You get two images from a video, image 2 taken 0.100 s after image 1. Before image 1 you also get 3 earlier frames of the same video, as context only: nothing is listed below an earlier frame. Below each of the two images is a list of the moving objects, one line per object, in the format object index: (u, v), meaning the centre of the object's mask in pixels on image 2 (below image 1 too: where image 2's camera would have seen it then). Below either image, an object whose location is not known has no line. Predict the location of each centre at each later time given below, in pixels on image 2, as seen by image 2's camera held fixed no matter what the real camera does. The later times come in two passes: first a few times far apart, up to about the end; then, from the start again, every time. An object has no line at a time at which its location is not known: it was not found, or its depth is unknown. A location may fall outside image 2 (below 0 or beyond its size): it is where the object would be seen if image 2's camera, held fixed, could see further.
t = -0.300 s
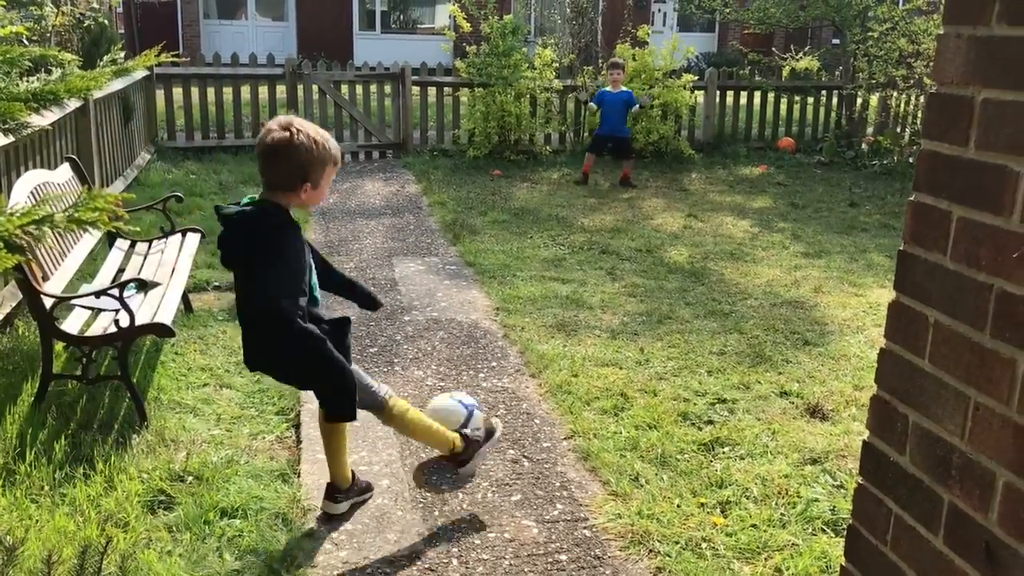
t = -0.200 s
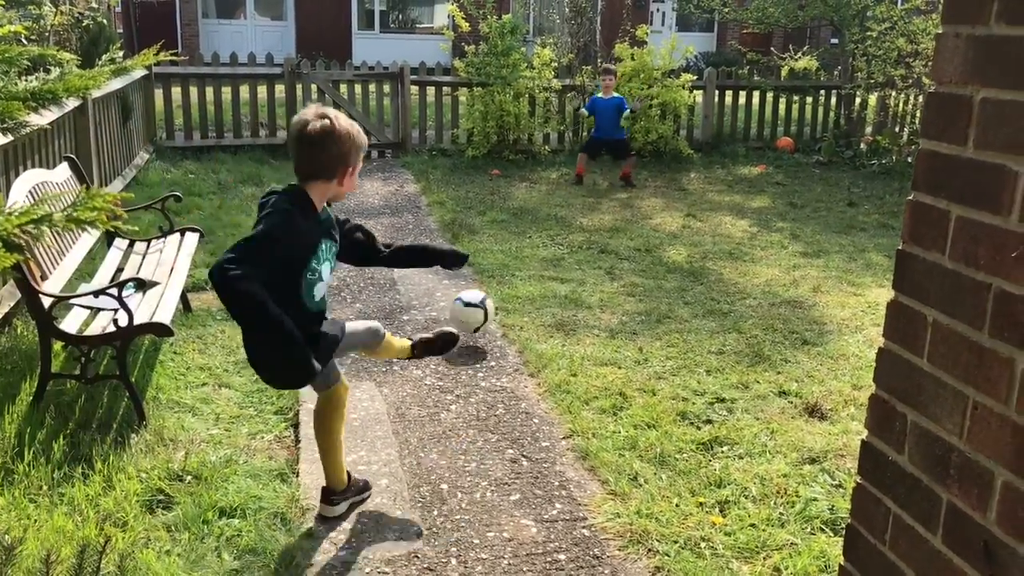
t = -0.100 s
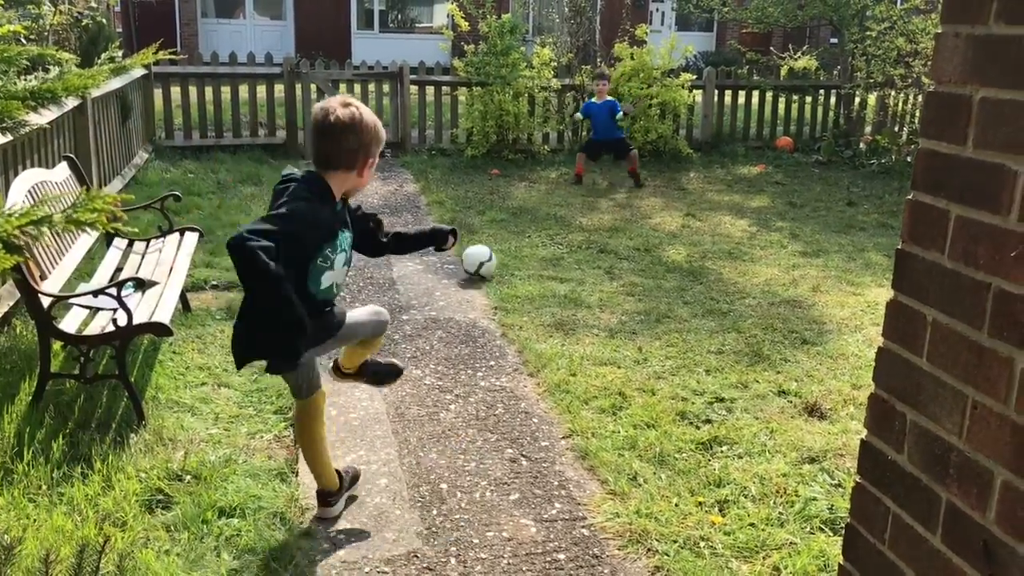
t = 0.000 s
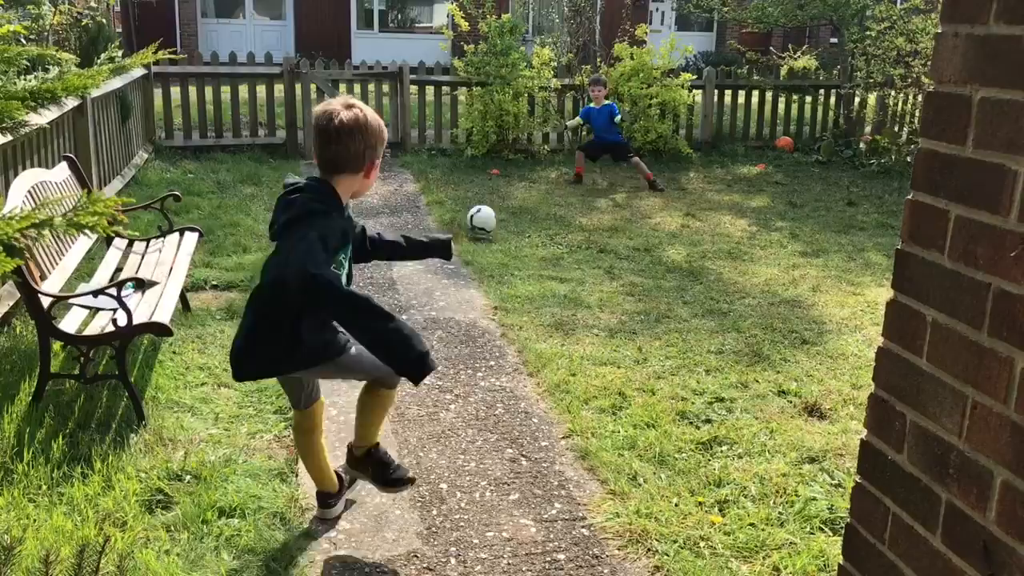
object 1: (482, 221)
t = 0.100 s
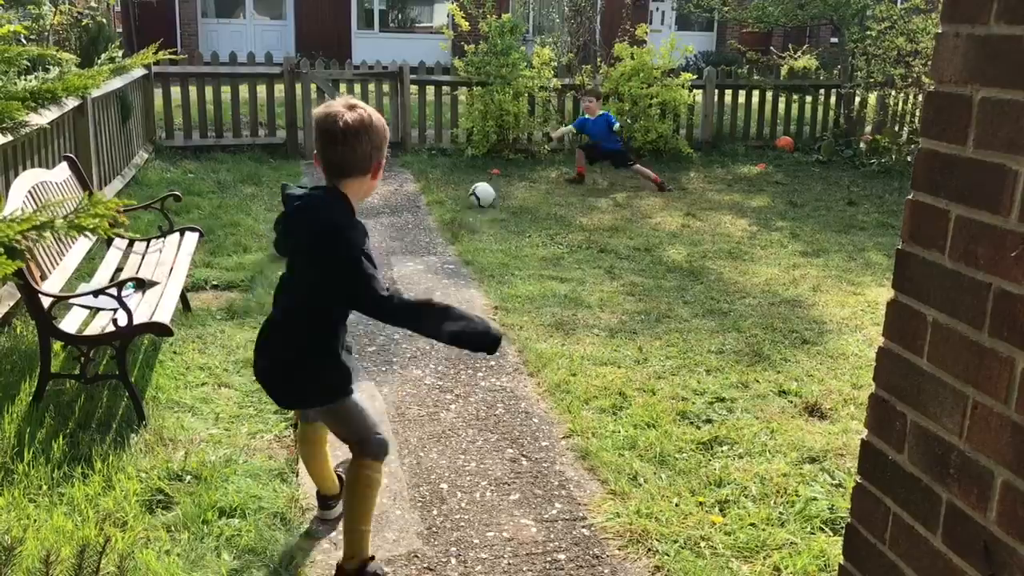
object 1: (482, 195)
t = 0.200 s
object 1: (480, 180)
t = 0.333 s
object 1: (475, 155)
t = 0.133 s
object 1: (481, 188)
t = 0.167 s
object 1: (481, 183)
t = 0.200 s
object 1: (480, 180)
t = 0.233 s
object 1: (480, 174)
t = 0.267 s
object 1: (478, 166)
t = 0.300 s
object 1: (476, 160)
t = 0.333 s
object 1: (475, 155)
